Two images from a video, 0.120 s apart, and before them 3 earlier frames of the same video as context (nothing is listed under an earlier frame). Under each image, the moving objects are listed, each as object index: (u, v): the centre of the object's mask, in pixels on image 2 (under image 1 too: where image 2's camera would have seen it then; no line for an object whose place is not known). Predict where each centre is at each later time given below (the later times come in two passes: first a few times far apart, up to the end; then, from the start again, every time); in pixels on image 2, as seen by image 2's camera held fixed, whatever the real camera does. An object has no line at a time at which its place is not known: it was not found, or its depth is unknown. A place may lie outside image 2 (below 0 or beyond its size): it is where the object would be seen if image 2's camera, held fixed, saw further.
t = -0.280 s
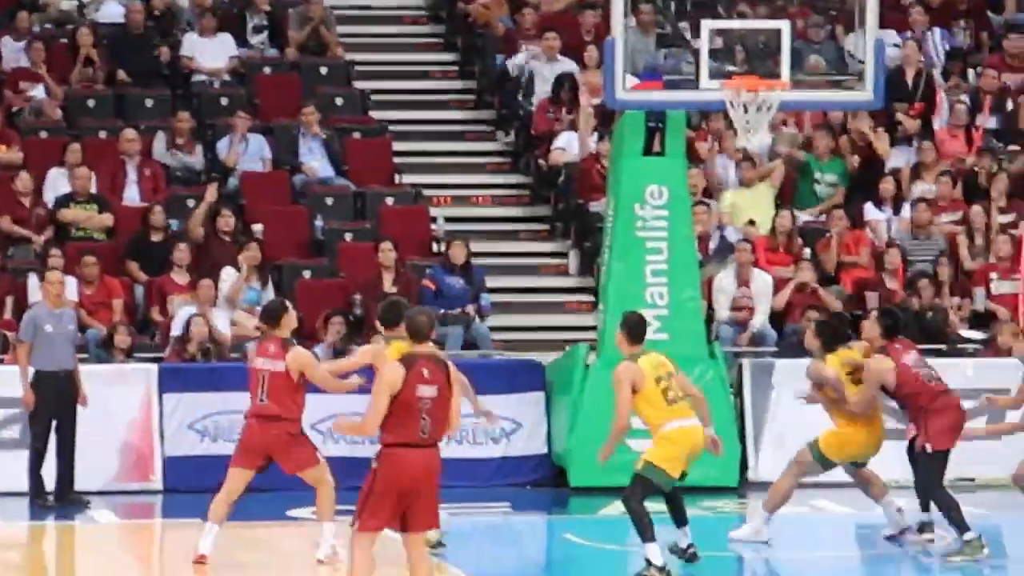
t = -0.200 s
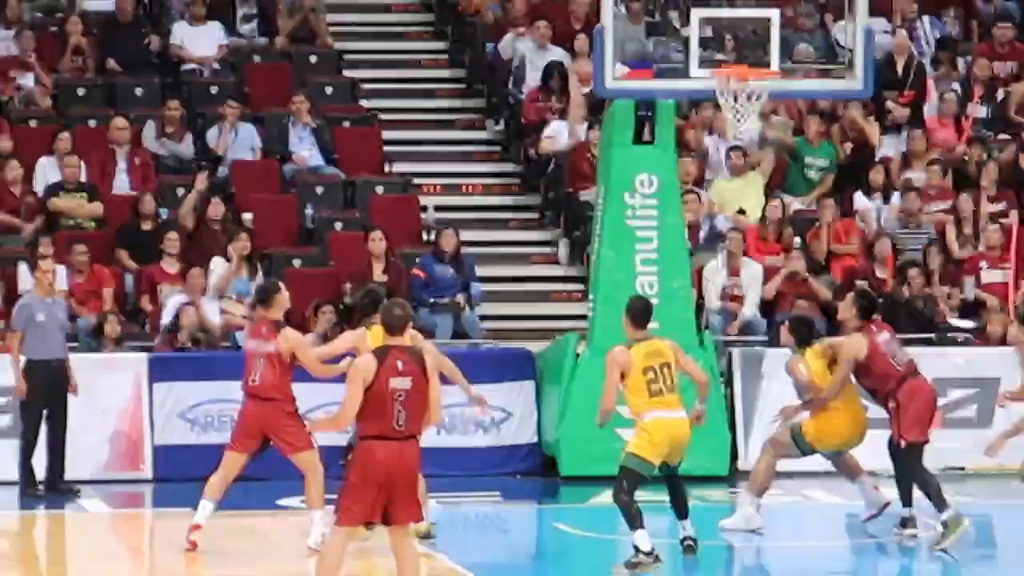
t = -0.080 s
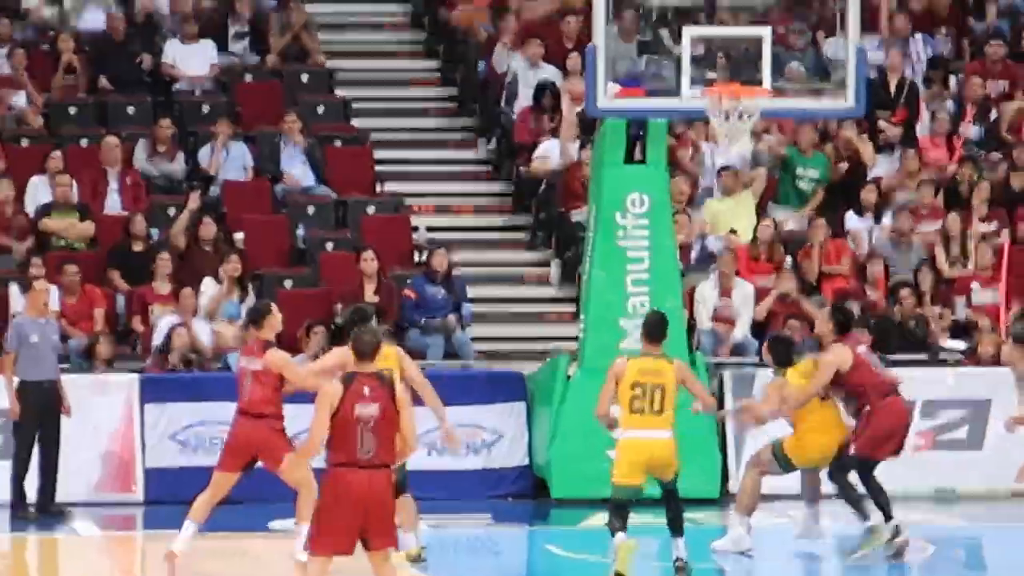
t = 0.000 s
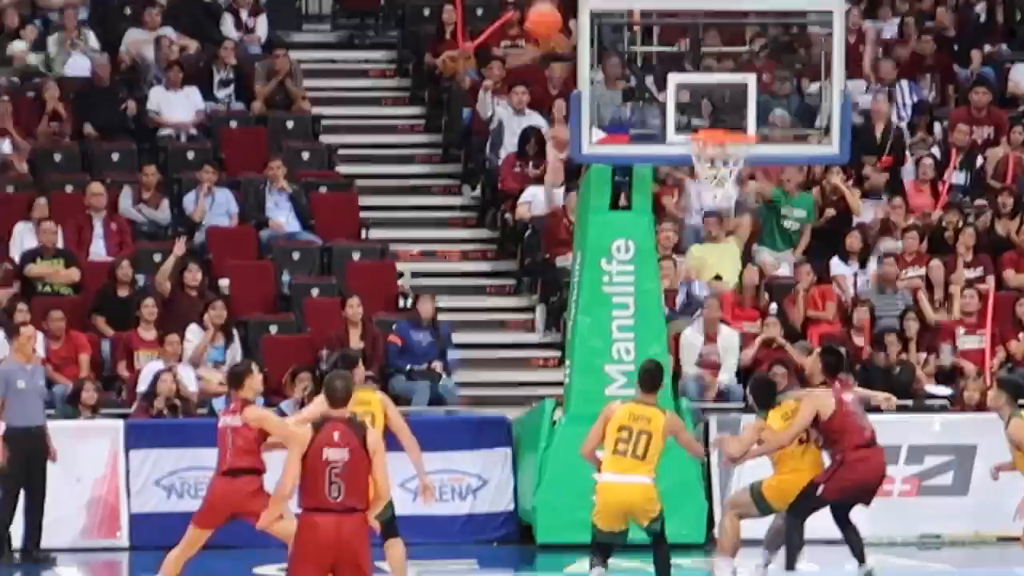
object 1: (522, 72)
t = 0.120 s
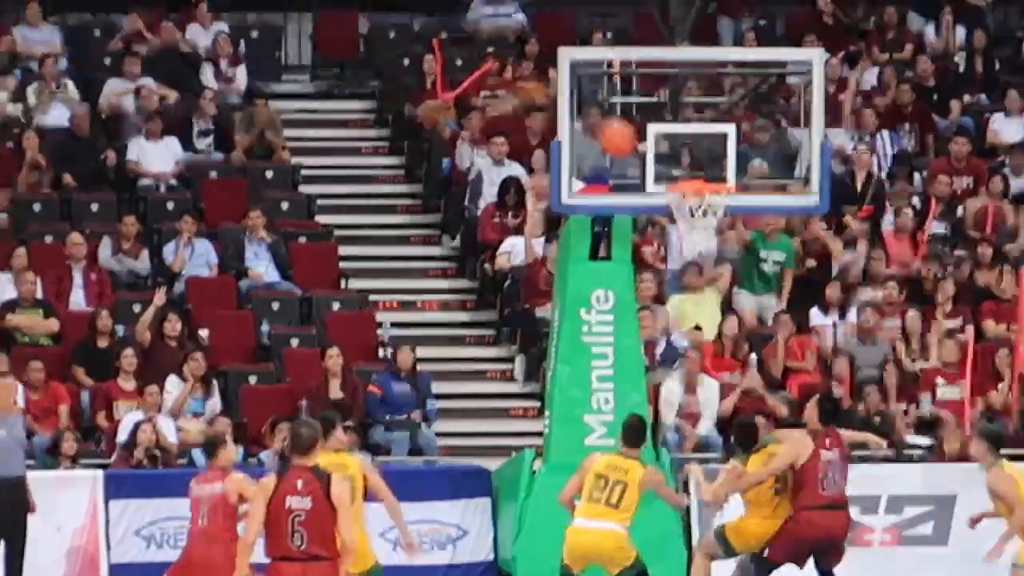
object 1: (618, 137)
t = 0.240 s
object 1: (637, 152)
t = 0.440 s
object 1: (559, 101)
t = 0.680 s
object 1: (462, 116)
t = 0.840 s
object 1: (398, 173)
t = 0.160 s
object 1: (649, 165)
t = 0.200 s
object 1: (654, 168)
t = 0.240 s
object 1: (637, 152)
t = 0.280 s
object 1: (623, 137)
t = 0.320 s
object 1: (605, 123)
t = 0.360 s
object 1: (592, 114)
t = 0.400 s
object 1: (578, 107)
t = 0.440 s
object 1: (559, 101)
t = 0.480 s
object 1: (541, 96)
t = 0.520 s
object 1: (528, 96)
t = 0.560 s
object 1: (511, 97)
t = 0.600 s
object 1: (495, 99)
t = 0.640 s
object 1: (478, 108)
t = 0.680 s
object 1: (462, 116)
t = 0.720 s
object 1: (446, 127)
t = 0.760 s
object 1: (430, 140)
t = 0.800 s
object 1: (415, 155)
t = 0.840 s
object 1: (398, 173)
